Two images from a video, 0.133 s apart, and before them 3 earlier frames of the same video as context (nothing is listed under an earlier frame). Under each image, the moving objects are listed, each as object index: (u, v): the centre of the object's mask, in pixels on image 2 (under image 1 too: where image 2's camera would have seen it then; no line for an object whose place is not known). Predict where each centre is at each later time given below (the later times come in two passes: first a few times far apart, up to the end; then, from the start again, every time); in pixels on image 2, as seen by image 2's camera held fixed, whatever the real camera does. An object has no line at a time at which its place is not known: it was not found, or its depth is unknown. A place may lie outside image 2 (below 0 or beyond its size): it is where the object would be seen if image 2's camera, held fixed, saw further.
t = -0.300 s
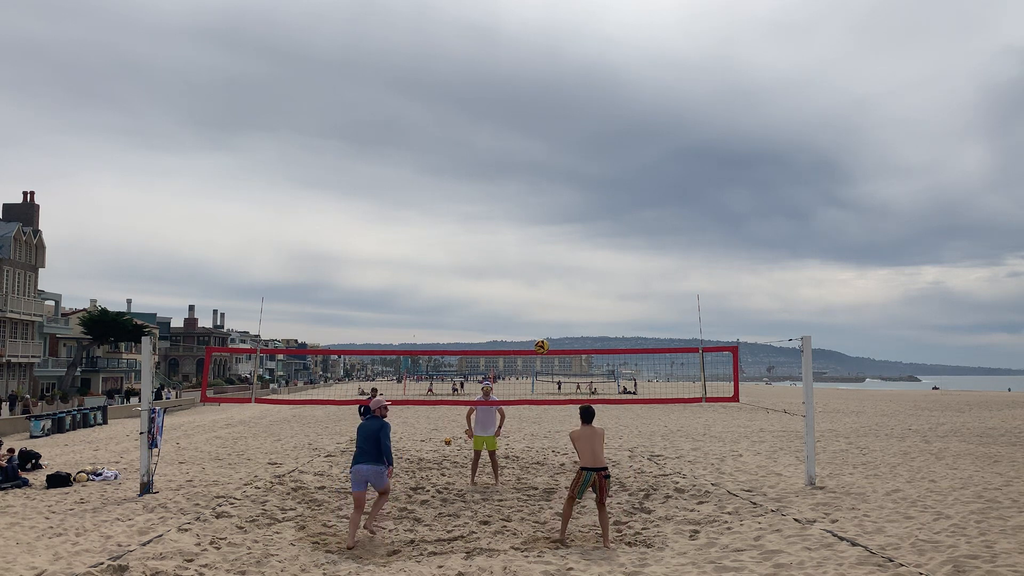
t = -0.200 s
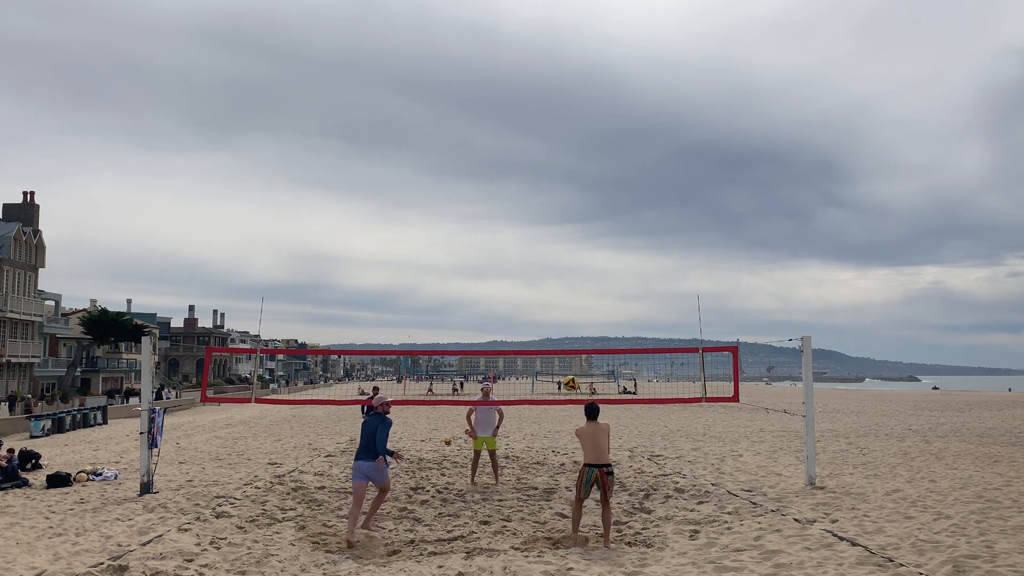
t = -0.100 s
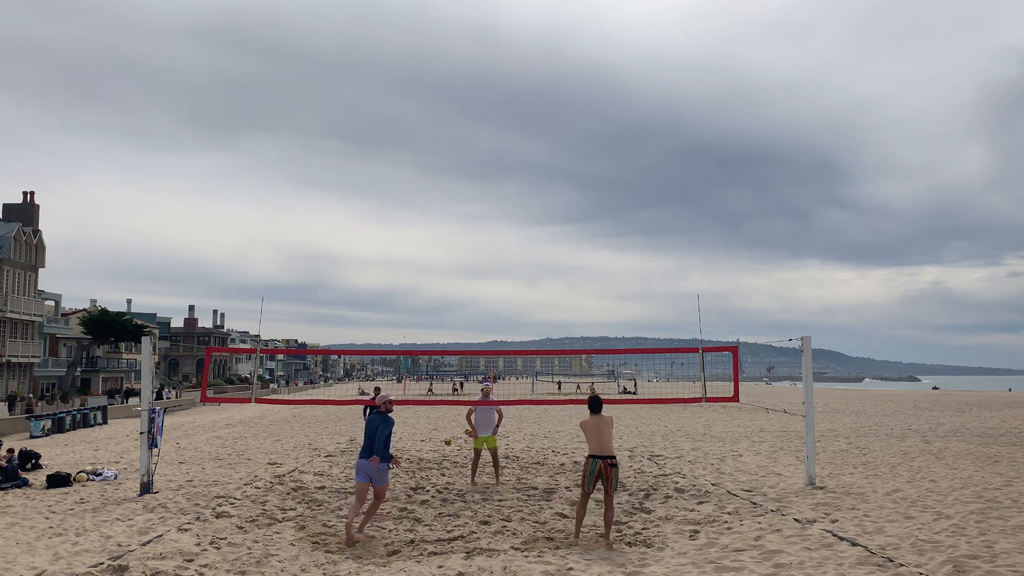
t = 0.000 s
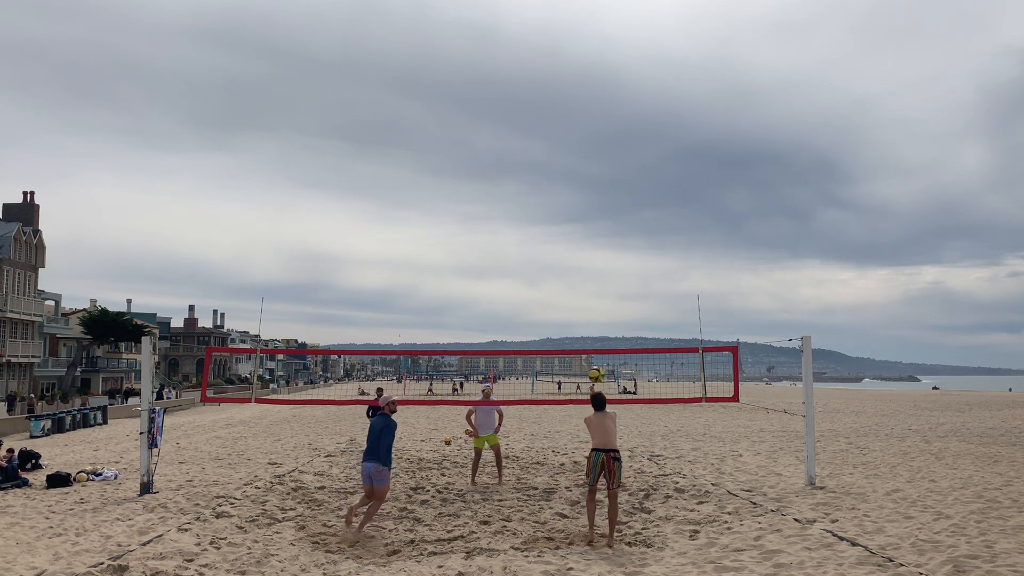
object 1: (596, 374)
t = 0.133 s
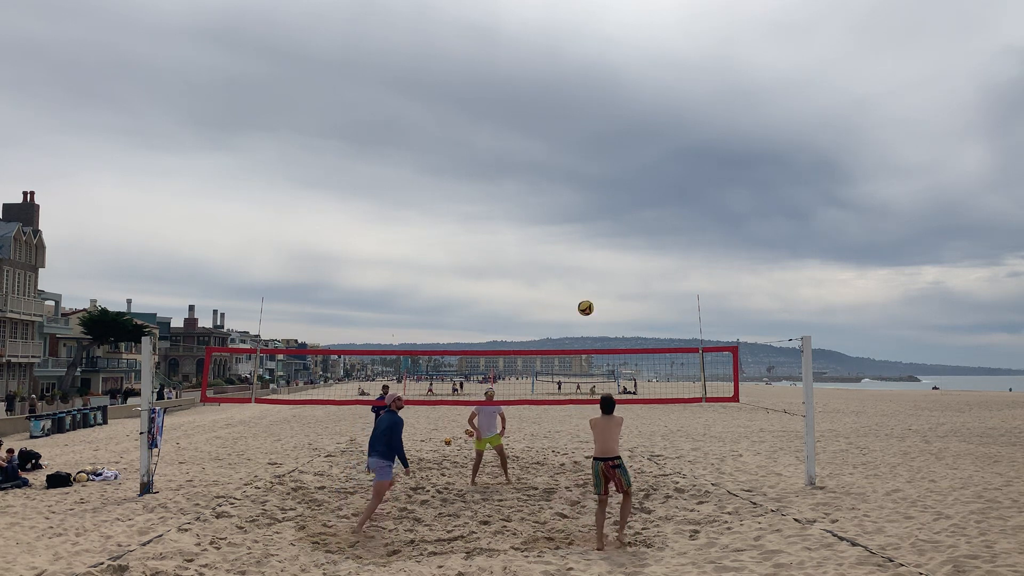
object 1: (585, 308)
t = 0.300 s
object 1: (574, 248)
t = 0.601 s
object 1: (555, 197)
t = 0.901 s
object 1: (538, 208)
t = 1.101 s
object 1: (528, 246)
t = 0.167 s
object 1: (583, 294)
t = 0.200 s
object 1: (580, 281)
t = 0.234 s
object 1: (578, 269)
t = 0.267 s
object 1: (576, 258)
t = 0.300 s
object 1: (574, 248)
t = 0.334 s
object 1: (571, 239)
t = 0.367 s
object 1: (569, 231)
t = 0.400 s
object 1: (567, 224)
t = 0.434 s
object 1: (565, 217)
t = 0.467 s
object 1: (563, 211)
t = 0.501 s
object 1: (561, 206)
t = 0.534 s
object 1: (559, 202)
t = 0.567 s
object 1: (557, 199)
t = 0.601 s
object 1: (555, 197)
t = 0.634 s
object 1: (553, 195)
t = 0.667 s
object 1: (551, 194)
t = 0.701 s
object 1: (550, 194)
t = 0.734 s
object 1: (548, 194)
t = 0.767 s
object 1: (546, 195)
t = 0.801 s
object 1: (544, 197)
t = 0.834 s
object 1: (542, 200)
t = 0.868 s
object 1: (540, 204)
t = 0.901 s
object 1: (538, 208)
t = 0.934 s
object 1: (537, 212)
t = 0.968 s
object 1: (535, 218)
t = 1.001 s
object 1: (533, 224)
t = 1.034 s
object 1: (531, 231)
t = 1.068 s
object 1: (530, 238)
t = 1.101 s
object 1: (528, 246)
